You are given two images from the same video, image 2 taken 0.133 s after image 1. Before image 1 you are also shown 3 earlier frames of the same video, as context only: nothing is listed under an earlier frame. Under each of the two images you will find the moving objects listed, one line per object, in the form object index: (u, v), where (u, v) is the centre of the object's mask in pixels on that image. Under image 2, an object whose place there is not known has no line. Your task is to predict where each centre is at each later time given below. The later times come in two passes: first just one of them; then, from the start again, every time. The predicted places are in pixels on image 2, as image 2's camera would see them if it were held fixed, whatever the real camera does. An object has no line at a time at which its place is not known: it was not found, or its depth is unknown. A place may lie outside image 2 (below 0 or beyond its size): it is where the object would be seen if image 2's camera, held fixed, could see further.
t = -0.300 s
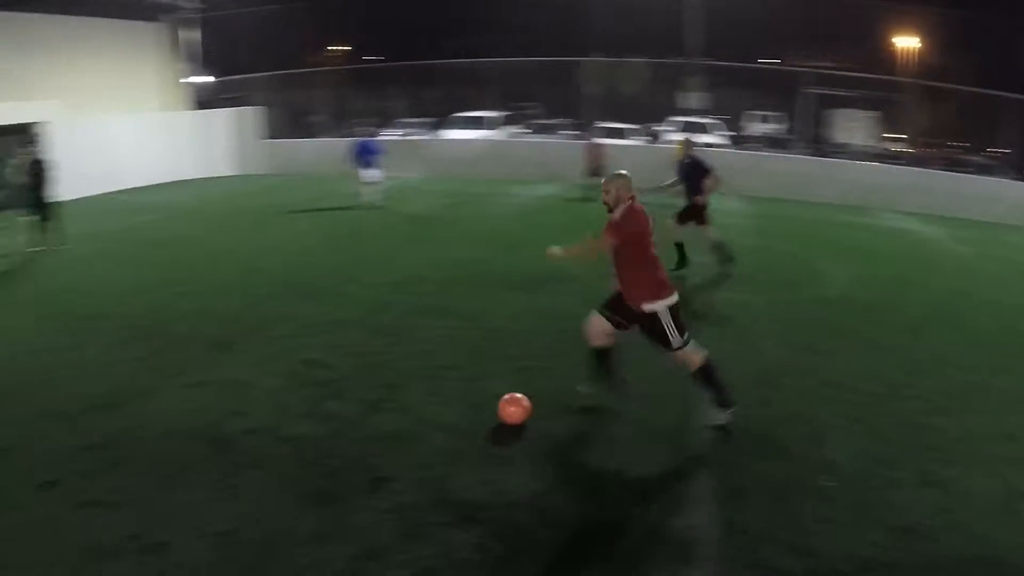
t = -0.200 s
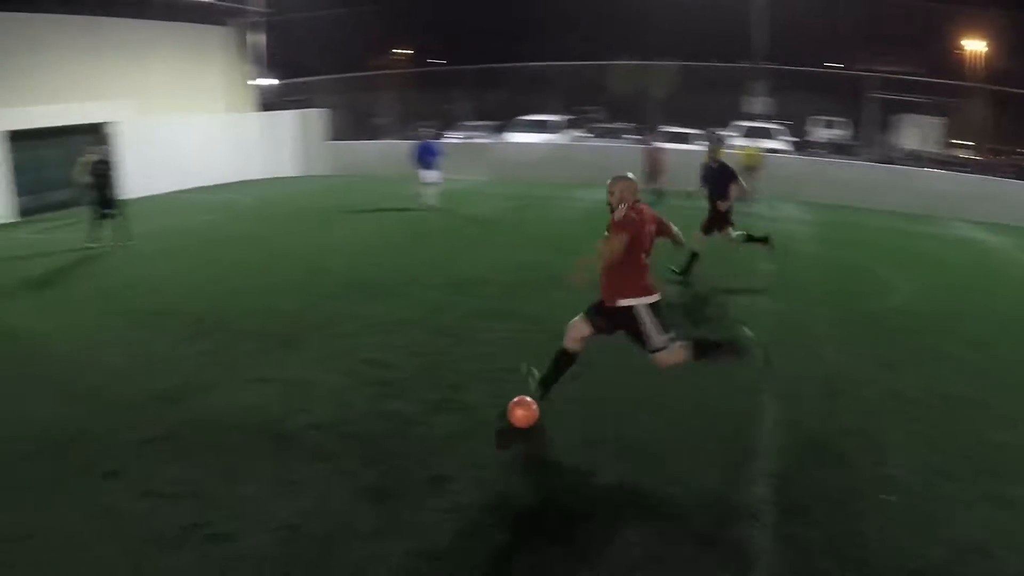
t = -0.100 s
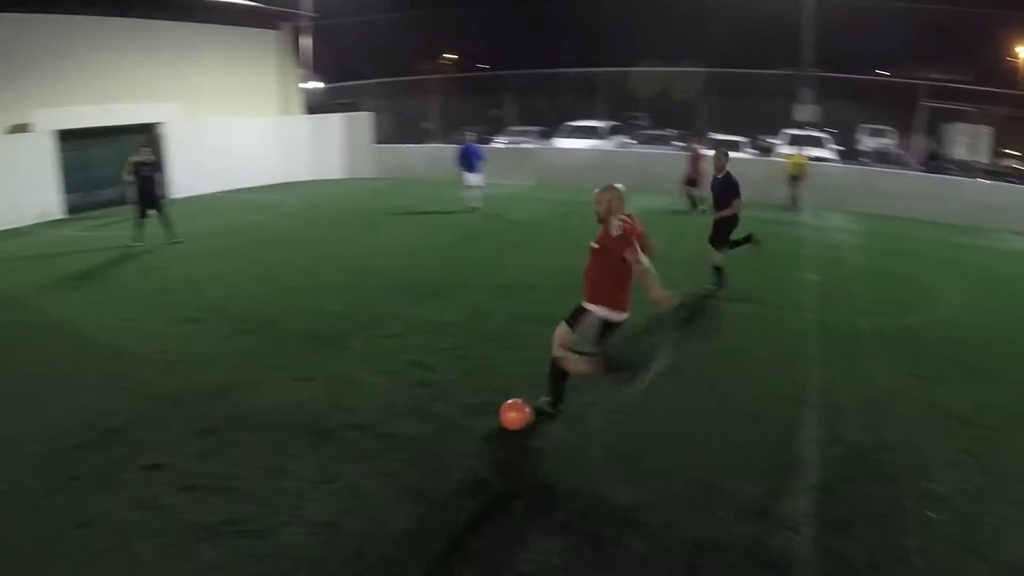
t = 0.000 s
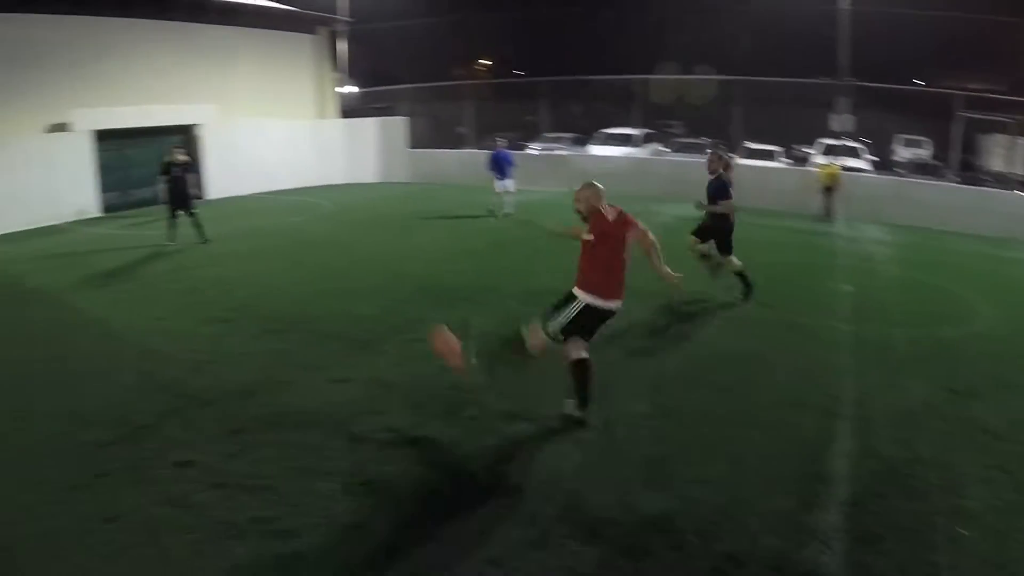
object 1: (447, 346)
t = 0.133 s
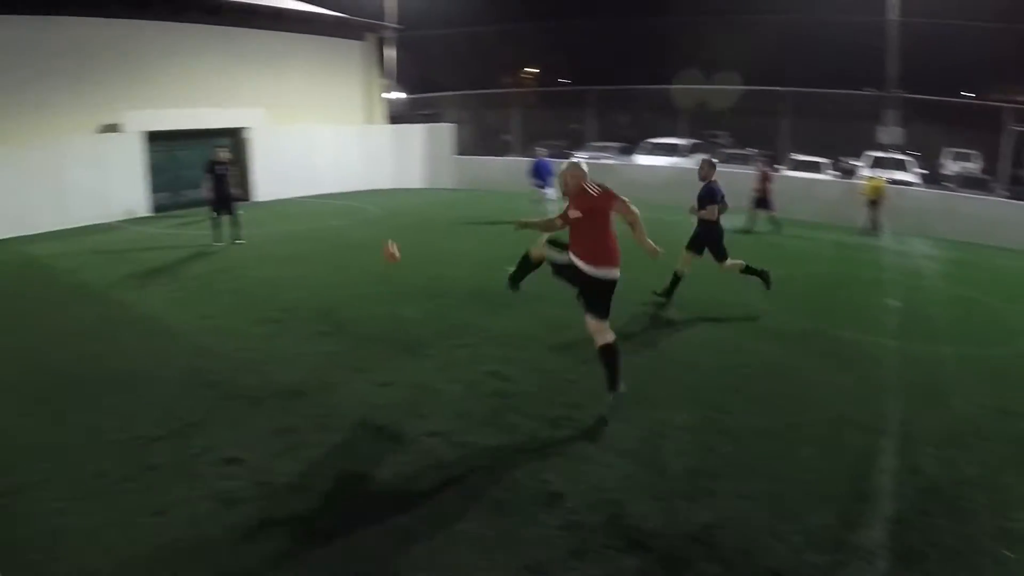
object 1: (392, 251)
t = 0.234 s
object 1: (363, 224)
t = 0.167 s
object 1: (379, 241)
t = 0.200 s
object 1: (369, 232)
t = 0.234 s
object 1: (363, 224)
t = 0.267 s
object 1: (356, 219)
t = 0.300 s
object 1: (351, 216)
